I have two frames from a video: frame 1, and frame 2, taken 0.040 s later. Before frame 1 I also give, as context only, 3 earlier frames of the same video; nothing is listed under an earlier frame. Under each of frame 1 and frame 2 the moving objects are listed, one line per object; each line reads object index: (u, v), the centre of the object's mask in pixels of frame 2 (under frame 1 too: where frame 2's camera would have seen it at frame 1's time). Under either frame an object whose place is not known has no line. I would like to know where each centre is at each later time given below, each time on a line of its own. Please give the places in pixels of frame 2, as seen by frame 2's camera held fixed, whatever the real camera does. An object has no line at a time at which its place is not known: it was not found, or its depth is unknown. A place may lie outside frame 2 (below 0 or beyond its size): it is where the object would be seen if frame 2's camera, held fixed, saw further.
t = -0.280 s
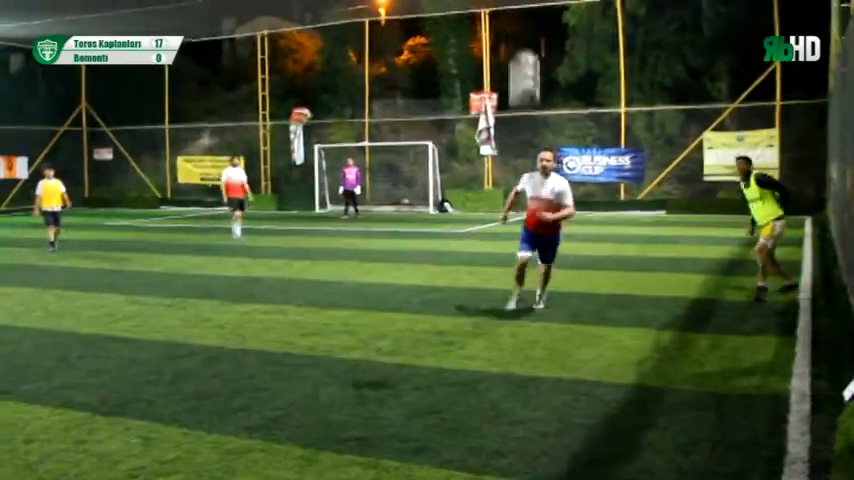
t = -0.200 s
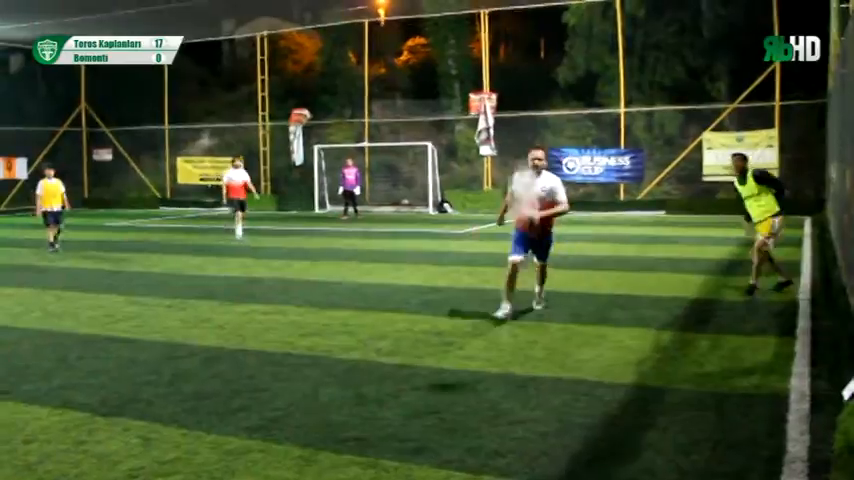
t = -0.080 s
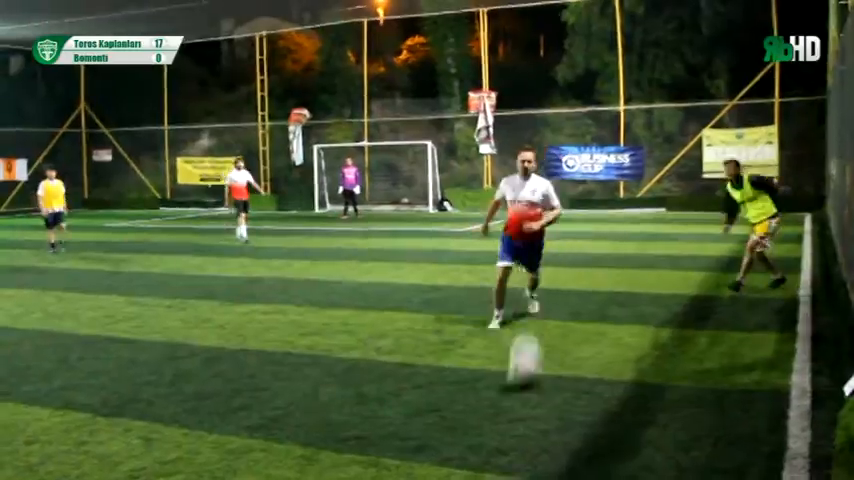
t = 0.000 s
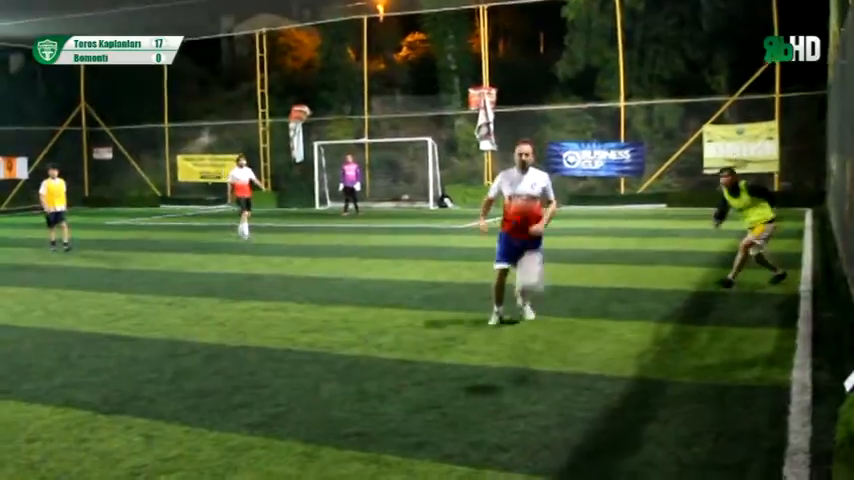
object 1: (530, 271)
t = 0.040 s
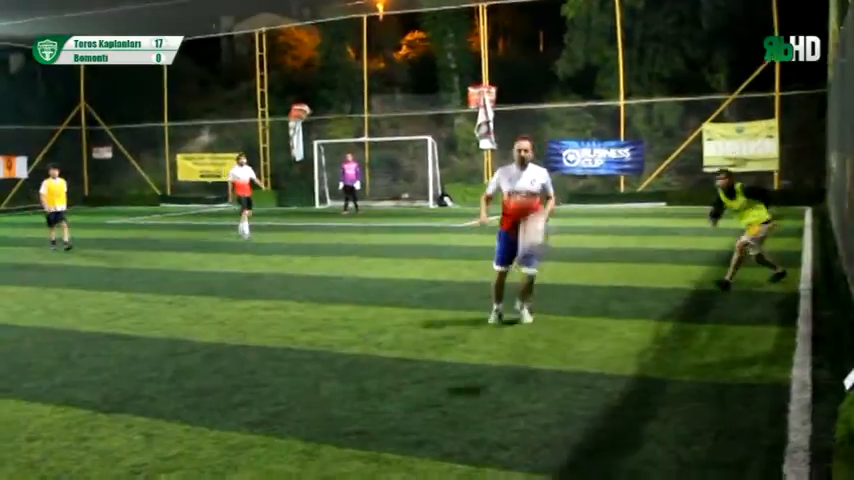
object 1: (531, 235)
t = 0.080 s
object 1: (536, 203)
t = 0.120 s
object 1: (544, 162)
